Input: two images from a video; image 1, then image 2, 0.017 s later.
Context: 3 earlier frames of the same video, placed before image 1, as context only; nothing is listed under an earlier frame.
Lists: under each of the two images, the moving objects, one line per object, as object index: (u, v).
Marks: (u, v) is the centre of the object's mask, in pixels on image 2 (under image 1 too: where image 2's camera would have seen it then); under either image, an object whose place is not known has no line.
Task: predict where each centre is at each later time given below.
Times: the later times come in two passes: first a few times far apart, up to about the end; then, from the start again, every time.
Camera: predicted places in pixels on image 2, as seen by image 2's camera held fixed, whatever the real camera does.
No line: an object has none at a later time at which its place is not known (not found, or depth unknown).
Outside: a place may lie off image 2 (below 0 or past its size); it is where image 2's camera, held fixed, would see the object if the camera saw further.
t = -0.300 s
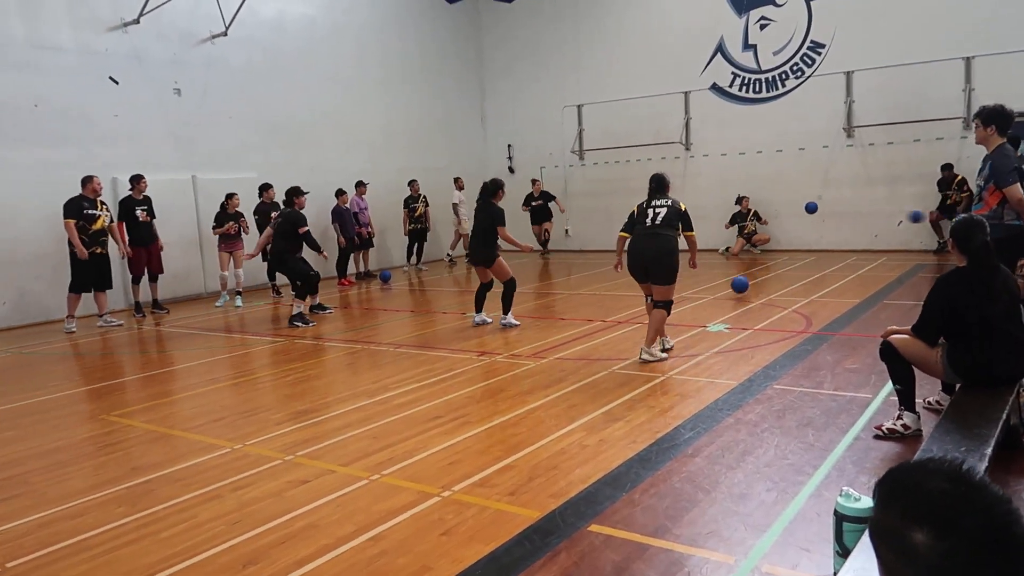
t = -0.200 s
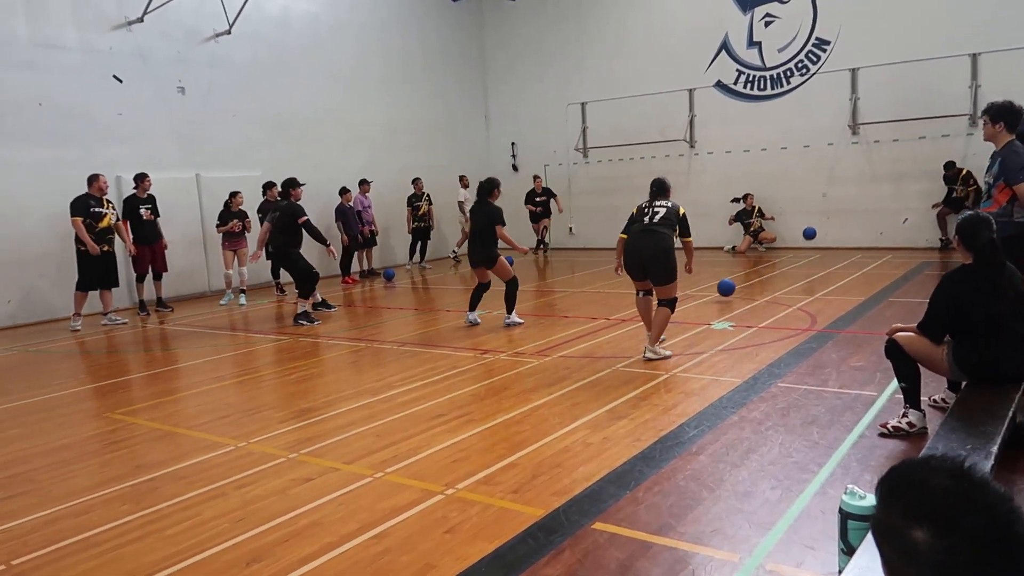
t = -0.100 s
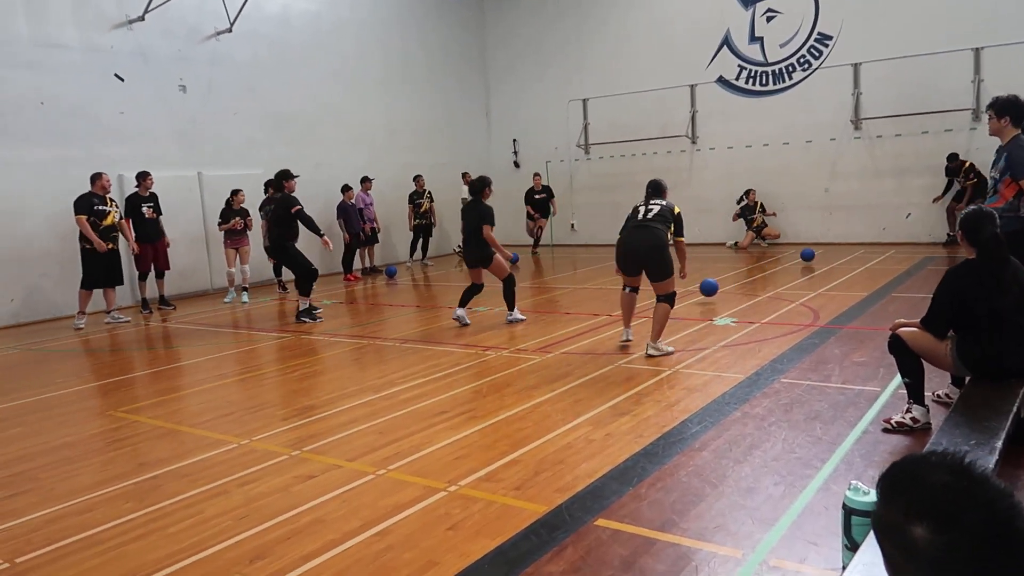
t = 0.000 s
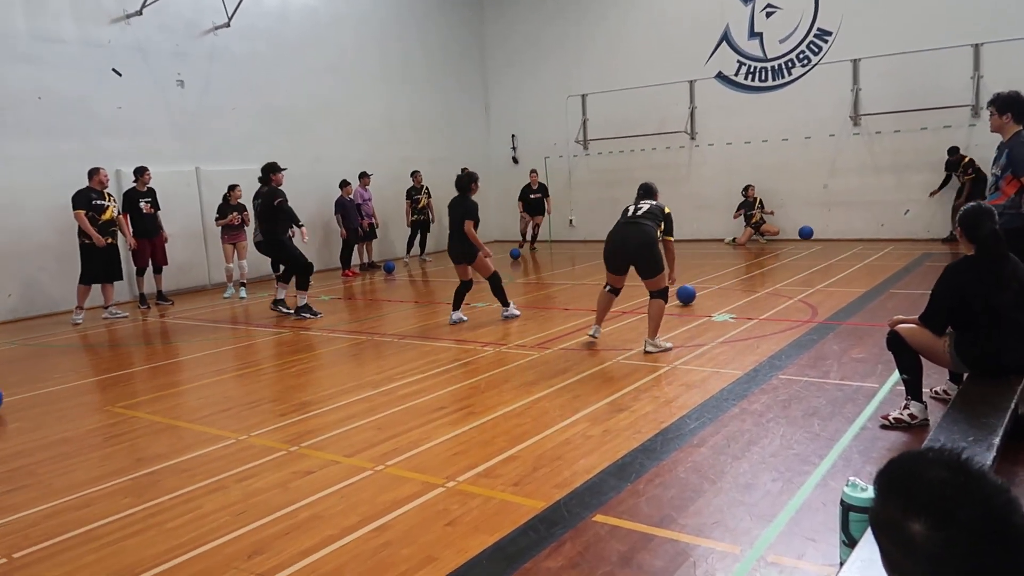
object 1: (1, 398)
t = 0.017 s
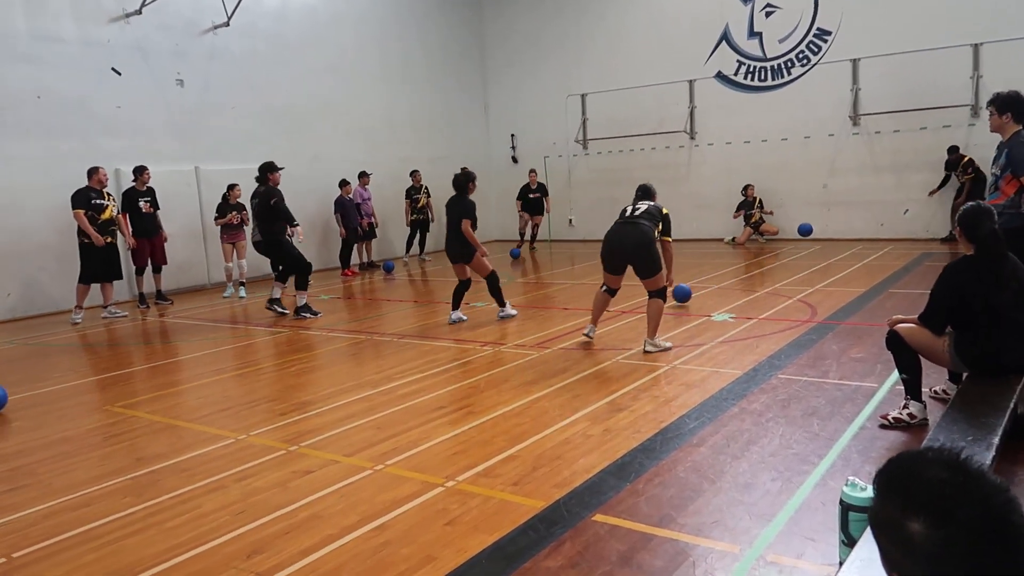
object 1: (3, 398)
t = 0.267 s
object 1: (77, 395)
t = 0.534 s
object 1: (168, 391)
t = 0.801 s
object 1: (258, 388)
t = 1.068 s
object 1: (345, 384)
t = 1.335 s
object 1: (432, 381)
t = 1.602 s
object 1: (517, 378)
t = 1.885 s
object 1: (608, 375)
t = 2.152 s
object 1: (692, 372)
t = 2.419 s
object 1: (716, 381)
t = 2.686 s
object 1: (742, 393)
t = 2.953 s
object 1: (768, 405)
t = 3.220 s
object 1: (798, 418)
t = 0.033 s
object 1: (6, 398)
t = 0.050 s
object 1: (9, 398)
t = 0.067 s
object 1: (12, 398)
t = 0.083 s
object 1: (16, 398)
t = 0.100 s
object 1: (20, 398)
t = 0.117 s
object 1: (25, 397)
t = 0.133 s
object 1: (31, 397)
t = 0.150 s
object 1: (37, 397)
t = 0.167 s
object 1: (43, 396)
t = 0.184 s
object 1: (49, 396)
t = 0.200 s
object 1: (54, 396)
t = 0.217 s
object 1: (60, 396)
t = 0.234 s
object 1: (66, 395)
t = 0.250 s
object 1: (72, 395)
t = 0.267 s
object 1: (77, 395)
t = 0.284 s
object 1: (83, 394)
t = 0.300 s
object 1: (89, 394)
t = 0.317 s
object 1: (95, 394)
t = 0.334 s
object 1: (101, 394)
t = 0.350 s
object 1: (106, 394)
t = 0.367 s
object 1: (112, 393)
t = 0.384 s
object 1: (118, 393)
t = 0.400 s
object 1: (124, 393)
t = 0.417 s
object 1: (129, 392)
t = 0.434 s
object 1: (135, 392)
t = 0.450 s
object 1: (140, 392)
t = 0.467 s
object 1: (146, 392)
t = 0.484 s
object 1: (152, 392)
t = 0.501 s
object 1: (157, 391)
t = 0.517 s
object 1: (163, 391)
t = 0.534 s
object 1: (168, 391)
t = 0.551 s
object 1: (174, 391)
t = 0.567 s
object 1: (179, 390)
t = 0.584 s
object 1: (185, 390)
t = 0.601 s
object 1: (191, 390)
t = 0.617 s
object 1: (197, 390)
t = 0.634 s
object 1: (202, 390)
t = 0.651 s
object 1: (207, 389)
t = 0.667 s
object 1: (213, 389)
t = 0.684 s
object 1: (219, 389)
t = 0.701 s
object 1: (225, 388)
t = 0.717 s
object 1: (230, 388)
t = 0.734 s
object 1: (235, 388)
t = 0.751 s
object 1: (241, 388)
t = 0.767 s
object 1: (247, 388)
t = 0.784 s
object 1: (252, 388)
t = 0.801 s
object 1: (258, 388)
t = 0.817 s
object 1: (263, 387)
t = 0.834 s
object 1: (269, 387)
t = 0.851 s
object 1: (274, 387)
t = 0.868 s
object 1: (280, 386)
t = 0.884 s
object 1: (285, 386)
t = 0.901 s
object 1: (291, 386)
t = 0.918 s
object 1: (296, 386)
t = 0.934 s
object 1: (302, 386)
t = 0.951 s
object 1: (307, 386)
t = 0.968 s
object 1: (313, 385)
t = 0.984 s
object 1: (318, 385)
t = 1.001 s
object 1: (324, 385)
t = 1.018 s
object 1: (329, 385)
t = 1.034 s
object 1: (335, 385)
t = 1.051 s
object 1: (340, 385)
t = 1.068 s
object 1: (345, 384)
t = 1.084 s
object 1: (351, 384)
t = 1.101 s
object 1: (356, 383)
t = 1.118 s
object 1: (362, 383)
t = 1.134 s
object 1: (367, 383)
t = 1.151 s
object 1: (373, 383)
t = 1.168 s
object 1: (378, 383)
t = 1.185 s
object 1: (384, 383)
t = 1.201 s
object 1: (389, 383)
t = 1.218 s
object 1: (394, 382)
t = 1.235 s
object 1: (400, 382)
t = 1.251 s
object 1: (405, 382)
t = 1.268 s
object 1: (410, 381)
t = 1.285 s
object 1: (416, 381)
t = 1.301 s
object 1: (421, 381)
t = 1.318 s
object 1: (427, 381)
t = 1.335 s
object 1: (432, 381)
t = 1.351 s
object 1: (437, 381)
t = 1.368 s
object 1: (443, 380)
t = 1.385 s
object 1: (448, 380)
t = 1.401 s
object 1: (453, 380)
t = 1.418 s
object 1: (459, 380)
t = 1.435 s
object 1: (464, 380)
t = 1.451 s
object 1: (469, 380)
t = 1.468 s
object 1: (475, 380)
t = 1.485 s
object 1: (480, 379)
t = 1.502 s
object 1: (485, 379)
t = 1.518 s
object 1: (491, 379)
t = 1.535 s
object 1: (496, 379)
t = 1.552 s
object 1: (501, 378)
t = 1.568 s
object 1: (507, 378)
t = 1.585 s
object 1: (512, 378)
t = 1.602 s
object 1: (517, 378)
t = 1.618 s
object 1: (523, 378)
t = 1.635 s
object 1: (528, 378)
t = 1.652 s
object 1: (533, 378)
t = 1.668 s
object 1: (539, 377)
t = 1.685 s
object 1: (544, 377)
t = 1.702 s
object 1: (549, 377)
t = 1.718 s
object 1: (555, 376)
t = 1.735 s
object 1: (560, 376)
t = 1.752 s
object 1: (565, 376)
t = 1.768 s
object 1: (570, 376)
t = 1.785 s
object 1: (576, 376)
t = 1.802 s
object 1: (581, 376)
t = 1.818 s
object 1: (586, 376)
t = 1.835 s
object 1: (592, 375)
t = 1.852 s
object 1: (597, 375)
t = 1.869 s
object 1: (602, 375)
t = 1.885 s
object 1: (608, 375)
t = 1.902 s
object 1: (613, 375)
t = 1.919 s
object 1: (618, 374)
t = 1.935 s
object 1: (624, 374)
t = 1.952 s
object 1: (629, 374)
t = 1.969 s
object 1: (634, 374)
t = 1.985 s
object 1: (639, 374)
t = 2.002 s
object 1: (645, 374)
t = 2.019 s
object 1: (650, 373)
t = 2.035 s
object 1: (655, 373)
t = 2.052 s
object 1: (660, 373)
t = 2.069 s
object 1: (666, 373)
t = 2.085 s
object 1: (671, 373)
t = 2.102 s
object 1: (676, 373)
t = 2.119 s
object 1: (681, 373)
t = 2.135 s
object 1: (687, 373)
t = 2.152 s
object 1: (692, 372)
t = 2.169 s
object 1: (697, 372)
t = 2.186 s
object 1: (702, 372)
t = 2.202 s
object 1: (703, 373)
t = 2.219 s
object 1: (703, 373)
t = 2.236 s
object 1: (703, 374)
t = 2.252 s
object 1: (704, 375)
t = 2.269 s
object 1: (705, 376)
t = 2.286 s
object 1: (705, 377)
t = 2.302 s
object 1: (706, 377)
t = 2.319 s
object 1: (708, 378)
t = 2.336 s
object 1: (709, 379)
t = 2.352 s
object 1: (711, 379)
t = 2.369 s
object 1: (712, 379)
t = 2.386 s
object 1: (713, 380)
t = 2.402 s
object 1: (715, 380)
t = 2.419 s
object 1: (716, 381)
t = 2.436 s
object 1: (718, 382)
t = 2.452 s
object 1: (719, 382)
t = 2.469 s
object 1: (721, 383)
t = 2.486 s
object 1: (722, 384)
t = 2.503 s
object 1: (724, 384)
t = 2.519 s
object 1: (725, 385)
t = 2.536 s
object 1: (727, 386)
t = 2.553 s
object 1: (729, 387)
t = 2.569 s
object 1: (730, 388)
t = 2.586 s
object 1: (732, 389)
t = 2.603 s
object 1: (734, 390)
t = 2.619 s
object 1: (735, 390)
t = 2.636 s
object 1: (737, 391)
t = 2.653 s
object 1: (738, 392)
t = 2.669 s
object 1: (740, 392)
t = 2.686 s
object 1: (742, 393)
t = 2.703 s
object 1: (743, 394)
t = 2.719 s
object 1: (745, 394)
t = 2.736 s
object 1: (746, 394)
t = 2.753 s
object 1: (748, 395)
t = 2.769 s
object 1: (749, 396)
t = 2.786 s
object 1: (751, 397)
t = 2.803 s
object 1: (753, 398)
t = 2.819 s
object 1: (754, 399)
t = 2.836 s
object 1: (756, 399)
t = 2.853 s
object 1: (758, 400)
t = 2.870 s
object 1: (759, 401)
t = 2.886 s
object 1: (761, 402)
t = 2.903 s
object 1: (763, 403)
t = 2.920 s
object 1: (764, 404)
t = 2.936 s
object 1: (766, 404)
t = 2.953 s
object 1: (768, 405)
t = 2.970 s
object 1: (770, 405)
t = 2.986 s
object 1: (771, 406)
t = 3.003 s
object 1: (773, 407)
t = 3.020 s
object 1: (775, 408)
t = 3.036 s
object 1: (777, 409)
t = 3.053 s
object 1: (779, 409)
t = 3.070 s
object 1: (781, 410)
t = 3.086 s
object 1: (783, 411)
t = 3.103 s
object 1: (784, 412)
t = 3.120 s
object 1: (786, 413)
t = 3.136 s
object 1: (788, 414)
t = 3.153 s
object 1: (790, 414)
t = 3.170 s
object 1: (792, 415)
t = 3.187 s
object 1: (794, 416)
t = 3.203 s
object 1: (796, 417)
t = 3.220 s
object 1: (798, 418)
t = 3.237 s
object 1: (800, 419)
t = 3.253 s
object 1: (802, 420)
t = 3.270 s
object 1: (804, 421)
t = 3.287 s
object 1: (806, 422)
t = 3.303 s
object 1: (808, 423)
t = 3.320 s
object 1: (810, 423)
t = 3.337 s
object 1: (812, 424)
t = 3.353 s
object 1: (814, 425)
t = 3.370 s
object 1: (816, 426)
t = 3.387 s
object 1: (818, 426)
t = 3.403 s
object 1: (820, 427)
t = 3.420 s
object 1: (822, 428)
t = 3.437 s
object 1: (824, 429)
